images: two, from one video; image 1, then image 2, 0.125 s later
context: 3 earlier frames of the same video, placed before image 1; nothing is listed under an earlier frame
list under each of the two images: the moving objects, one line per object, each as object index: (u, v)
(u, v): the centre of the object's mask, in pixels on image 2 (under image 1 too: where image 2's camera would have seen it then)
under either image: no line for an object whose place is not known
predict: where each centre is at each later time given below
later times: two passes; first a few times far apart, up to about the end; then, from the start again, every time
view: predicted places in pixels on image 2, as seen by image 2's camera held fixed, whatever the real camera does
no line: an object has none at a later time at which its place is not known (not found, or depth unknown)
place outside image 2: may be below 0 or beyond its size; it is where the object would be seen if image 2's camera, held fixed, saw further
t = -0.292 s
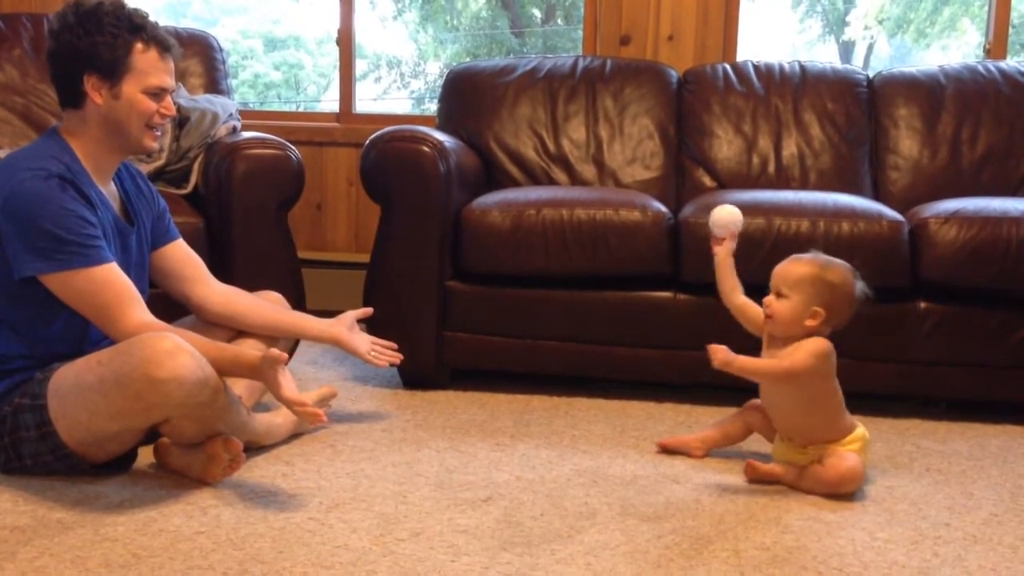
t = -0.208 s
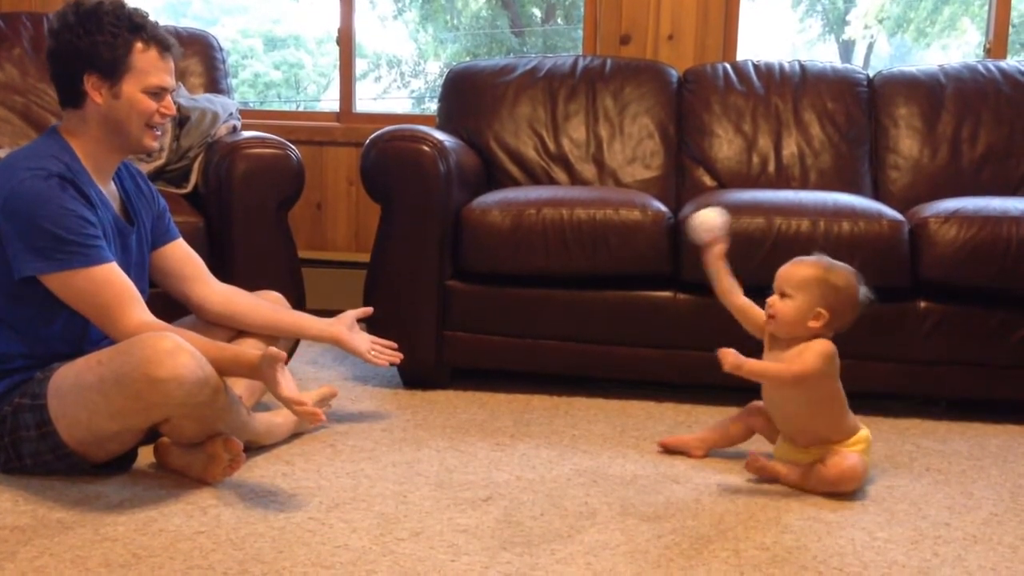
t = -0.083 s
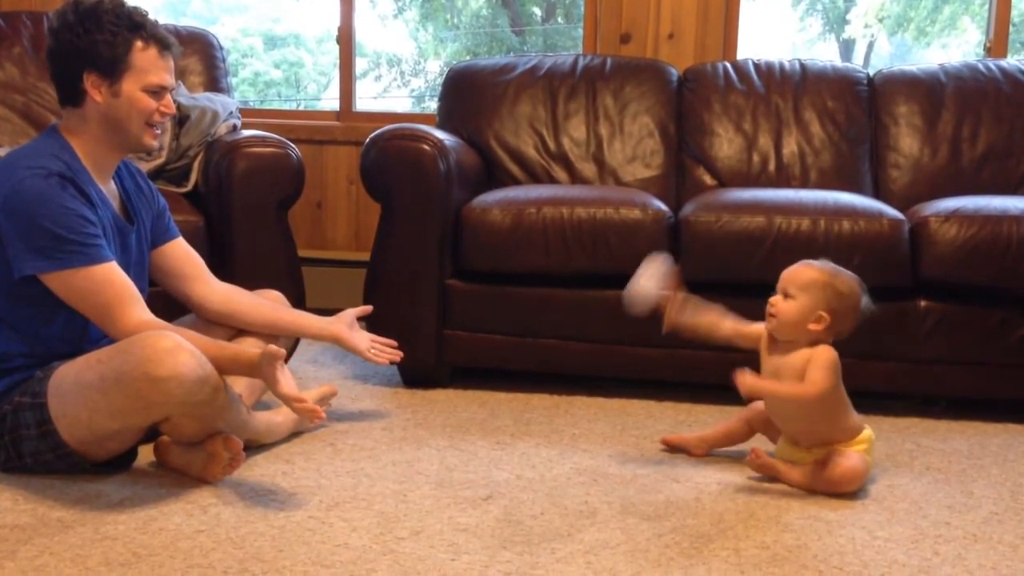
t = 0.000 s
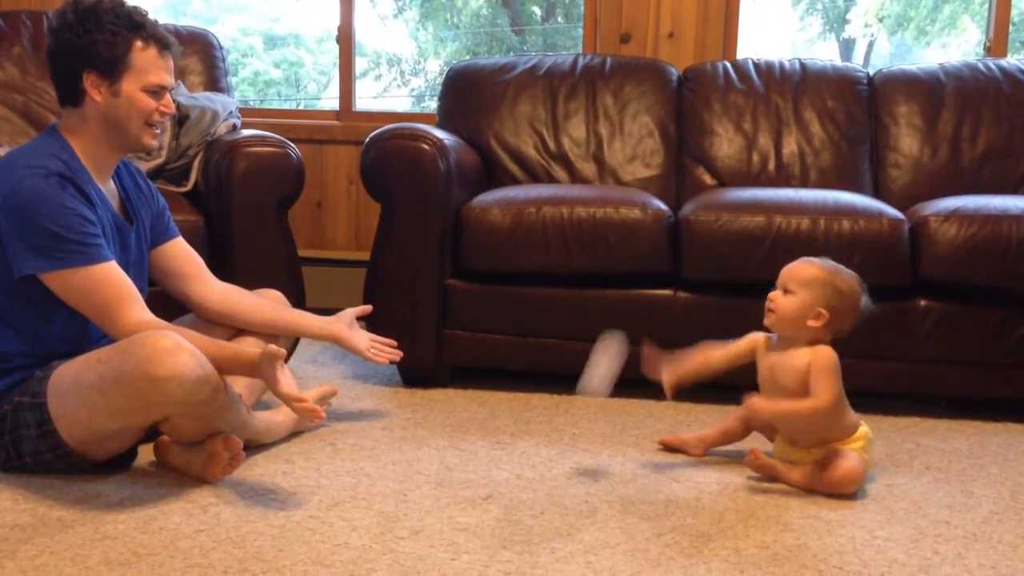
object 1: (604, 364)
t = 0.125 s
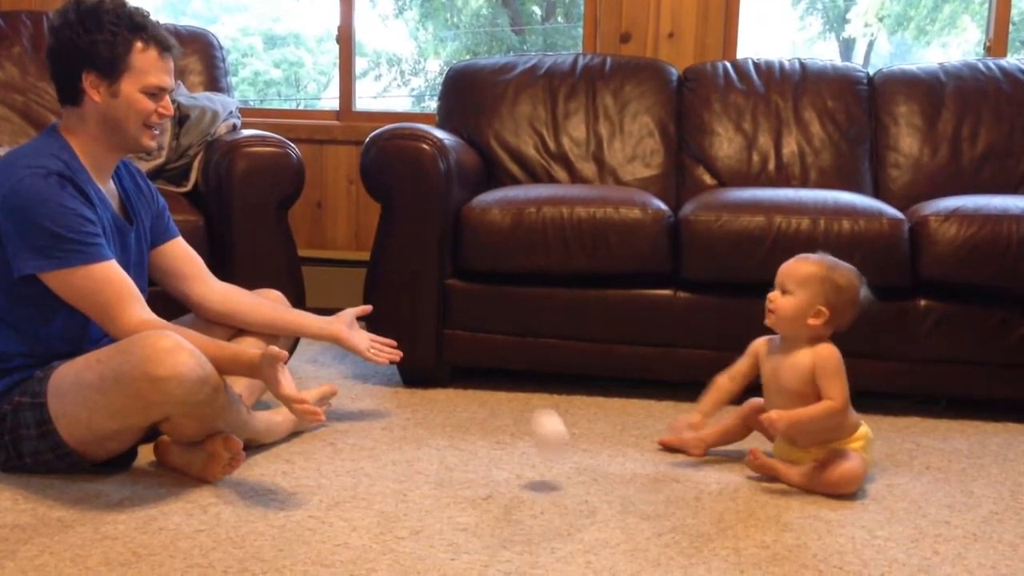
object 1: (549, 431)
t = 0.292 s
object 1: (505, 418)
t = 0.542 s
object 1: (407, 491)
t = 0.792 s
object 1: (301, 519)
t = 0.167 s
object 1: (538, 414)
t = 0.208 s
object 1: (528, 406)
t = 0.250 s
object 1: (516, 408)
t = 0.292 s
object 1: (505, 418)
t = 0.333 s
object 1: (493, 434)
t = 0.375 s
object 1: (477, 470)
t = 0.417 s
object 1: (460, 486)
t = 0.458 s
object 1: (444, 477)
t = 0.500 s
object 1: (428, 476)
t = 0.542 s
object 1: (407, 491)
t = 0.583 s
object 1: (388, 505)
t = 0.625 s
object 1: (375, 500)
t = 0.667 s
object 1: (356, 505)
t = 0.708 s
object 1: (335, 513)
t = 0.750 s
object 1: (319, 517)
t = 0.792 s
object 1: (301, 519)
